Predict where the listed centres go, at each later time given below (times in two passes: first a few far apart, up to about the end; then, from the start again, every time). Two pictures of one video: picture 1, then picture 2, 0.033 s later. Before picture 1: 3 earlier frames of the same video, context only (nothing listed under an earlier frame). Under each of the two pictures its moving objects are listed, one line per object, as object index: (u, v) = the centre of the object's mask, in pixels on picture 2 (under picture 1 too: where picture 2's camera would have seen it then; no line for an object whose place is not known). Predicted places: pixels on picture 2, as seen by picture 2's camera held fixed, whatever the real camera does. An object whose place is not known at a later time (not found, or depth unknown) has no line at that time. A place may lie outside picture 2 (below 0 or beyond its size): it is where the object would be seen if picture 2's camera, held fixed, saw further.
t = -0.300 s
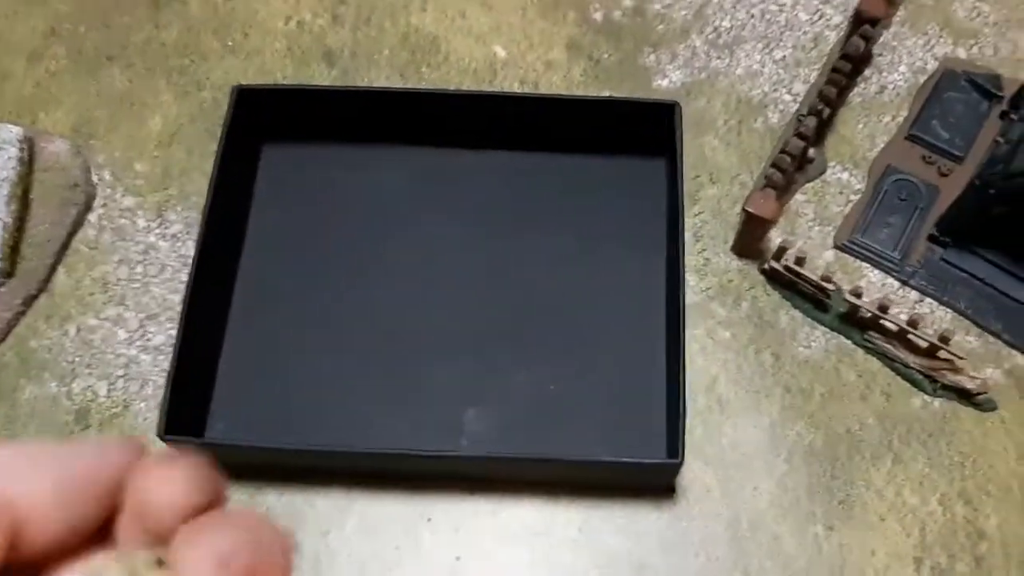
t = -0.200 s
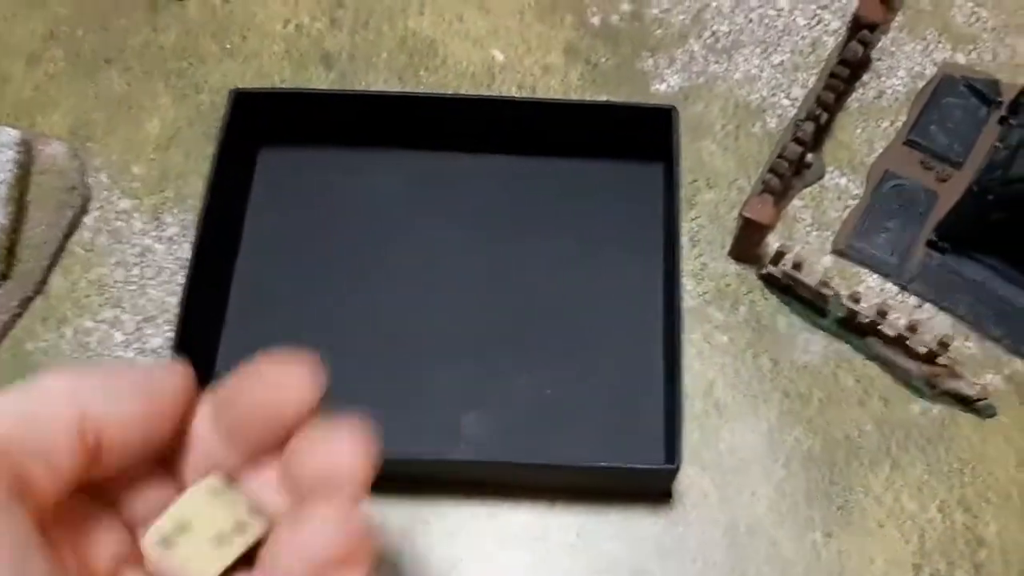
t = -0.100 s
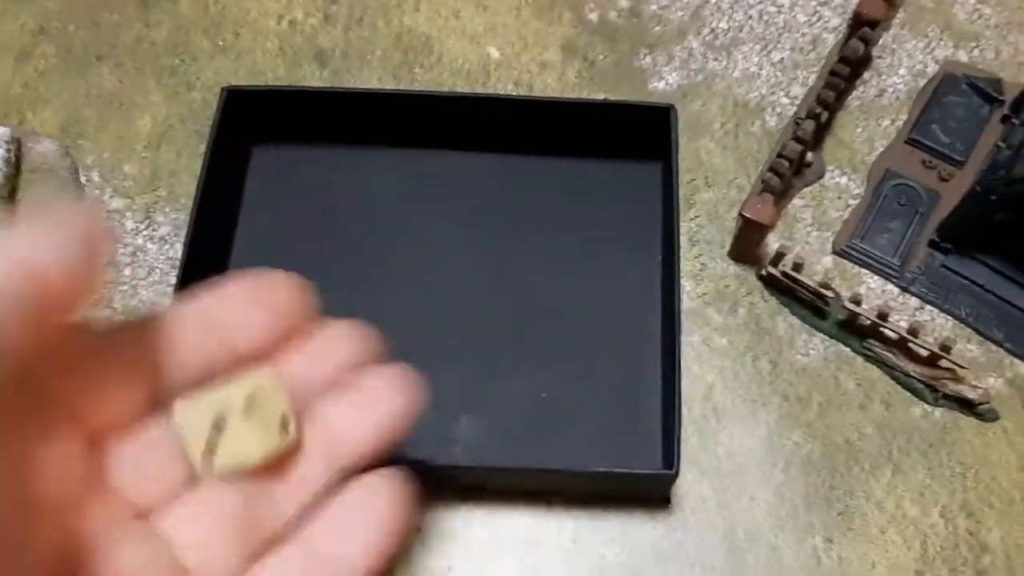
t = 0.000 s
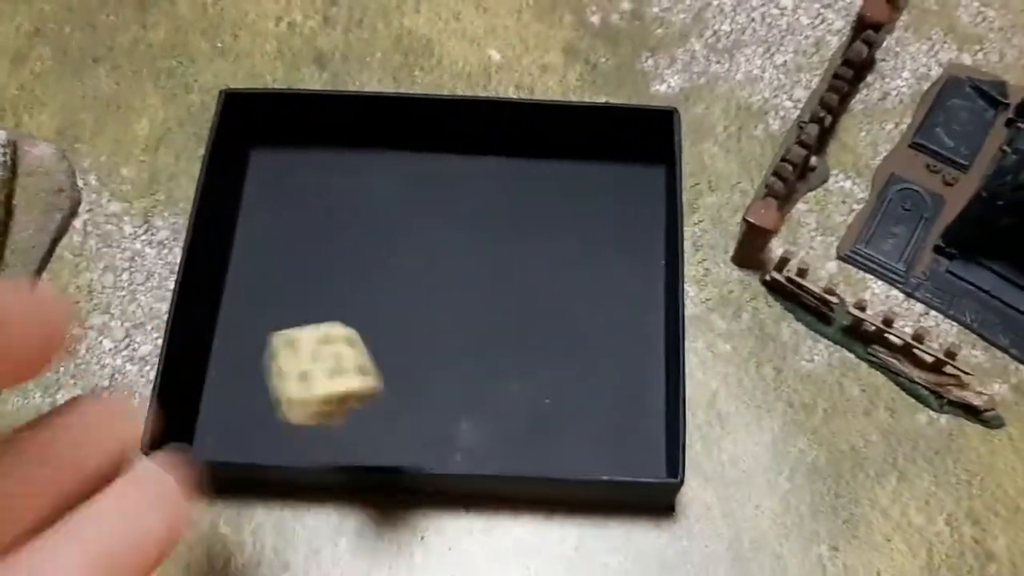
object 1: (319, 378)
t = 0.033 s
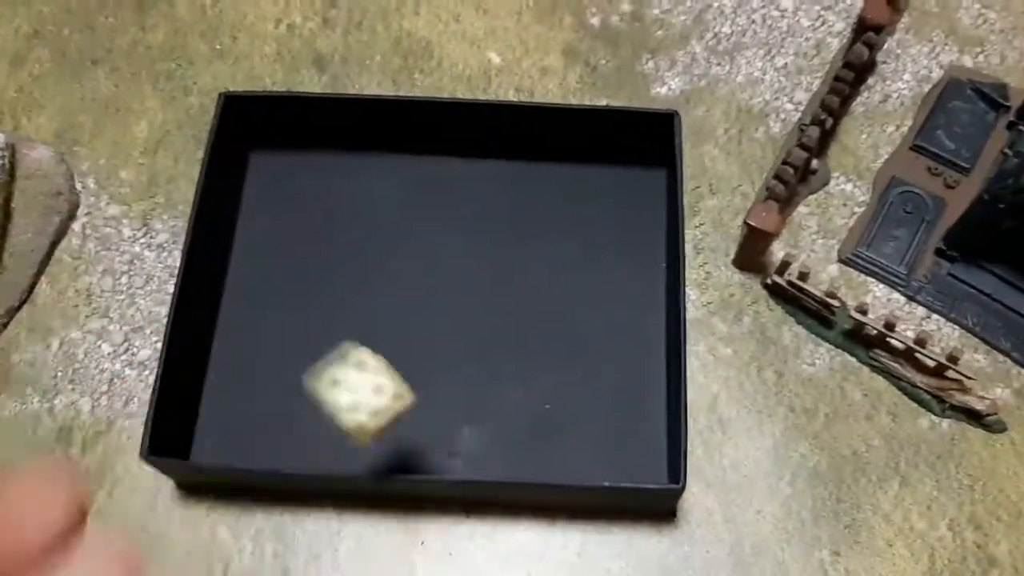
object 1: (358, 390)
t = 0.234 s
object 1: (513, 217)
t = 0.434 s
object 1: (523, 171)
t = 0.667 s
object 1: (524, 171)
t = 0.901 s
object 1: (524, 171)
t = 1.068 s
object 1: (524, 171)
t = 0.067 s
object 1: (399, 417)
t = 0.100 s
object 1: (426, 388)
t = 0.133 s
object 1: (453, 334)
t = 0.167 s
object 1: (483, 292)
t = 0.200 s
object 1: (503, 249)
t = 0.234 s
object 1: (513, 217)
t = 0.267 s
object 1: (519, 191)
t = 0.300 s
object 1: (525, 168)
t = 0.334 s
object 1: (526, 169)
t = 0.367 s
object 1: (523, 171)
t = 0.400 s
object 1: (523, 171)
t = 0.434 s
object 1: (523, 171)
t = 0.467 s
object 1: (524, 171)
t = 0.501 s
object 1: (523, 171)
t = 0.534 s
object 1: (524, 171)
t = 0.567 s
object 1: (524, 171)
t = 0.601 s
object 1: (524, 171)
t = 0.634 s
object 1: (524, 171)
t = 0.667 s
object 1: (524, 171)
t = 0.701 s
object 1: (524, 171)
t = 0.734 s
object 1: (524, 171)
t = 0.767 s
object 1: (524, 171)
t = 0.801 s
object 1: (524, 171)
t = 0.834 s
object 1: (524, 171)
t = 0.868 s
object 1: (524, 171)
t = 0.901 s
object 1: (524, 171)
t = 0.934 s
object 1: (524, 171)
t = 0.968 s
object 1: (525, 171)
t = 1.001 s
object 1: (524, 171)
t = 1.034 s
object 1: (524, 171)
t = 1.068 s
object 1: (524, 171)
